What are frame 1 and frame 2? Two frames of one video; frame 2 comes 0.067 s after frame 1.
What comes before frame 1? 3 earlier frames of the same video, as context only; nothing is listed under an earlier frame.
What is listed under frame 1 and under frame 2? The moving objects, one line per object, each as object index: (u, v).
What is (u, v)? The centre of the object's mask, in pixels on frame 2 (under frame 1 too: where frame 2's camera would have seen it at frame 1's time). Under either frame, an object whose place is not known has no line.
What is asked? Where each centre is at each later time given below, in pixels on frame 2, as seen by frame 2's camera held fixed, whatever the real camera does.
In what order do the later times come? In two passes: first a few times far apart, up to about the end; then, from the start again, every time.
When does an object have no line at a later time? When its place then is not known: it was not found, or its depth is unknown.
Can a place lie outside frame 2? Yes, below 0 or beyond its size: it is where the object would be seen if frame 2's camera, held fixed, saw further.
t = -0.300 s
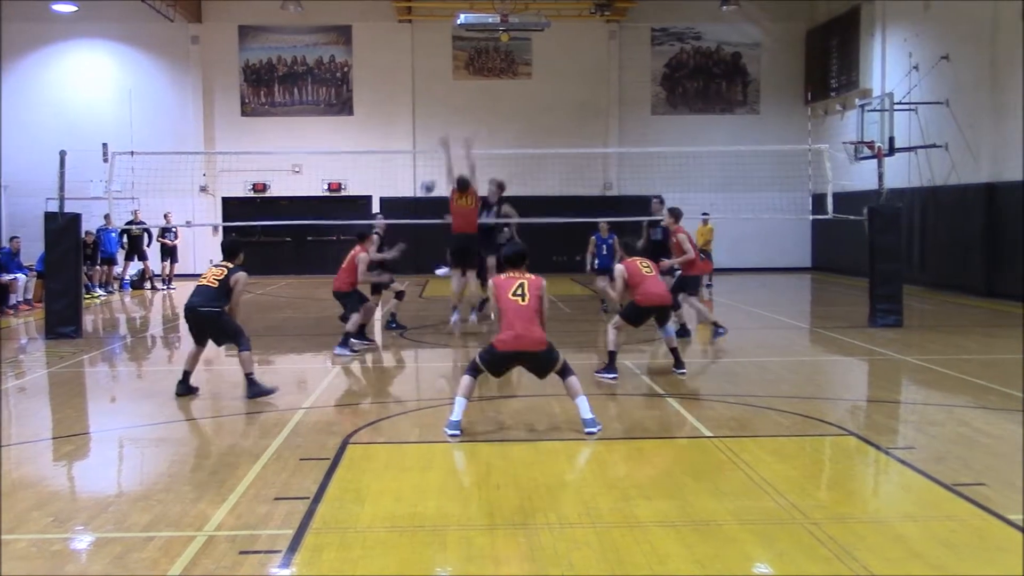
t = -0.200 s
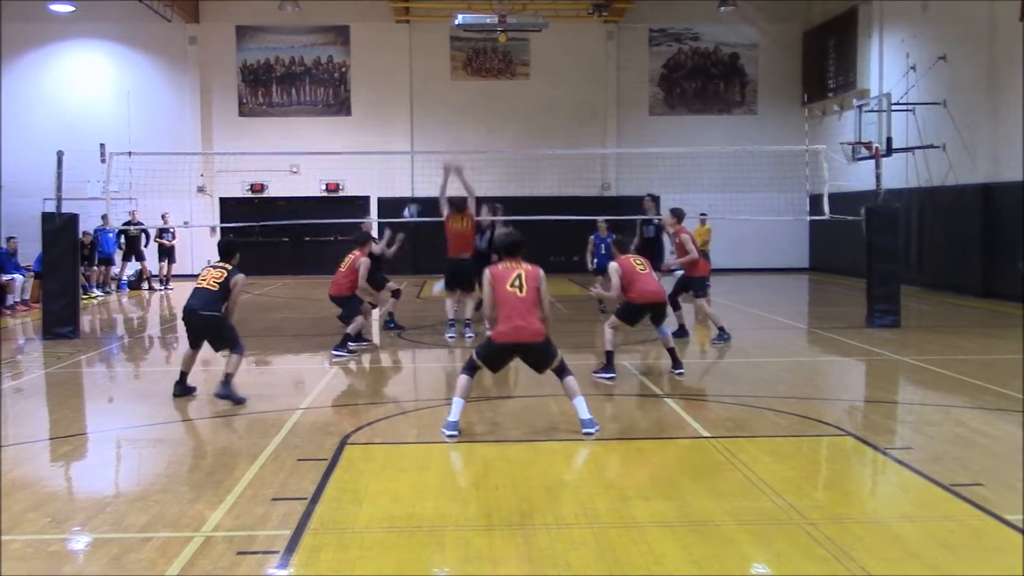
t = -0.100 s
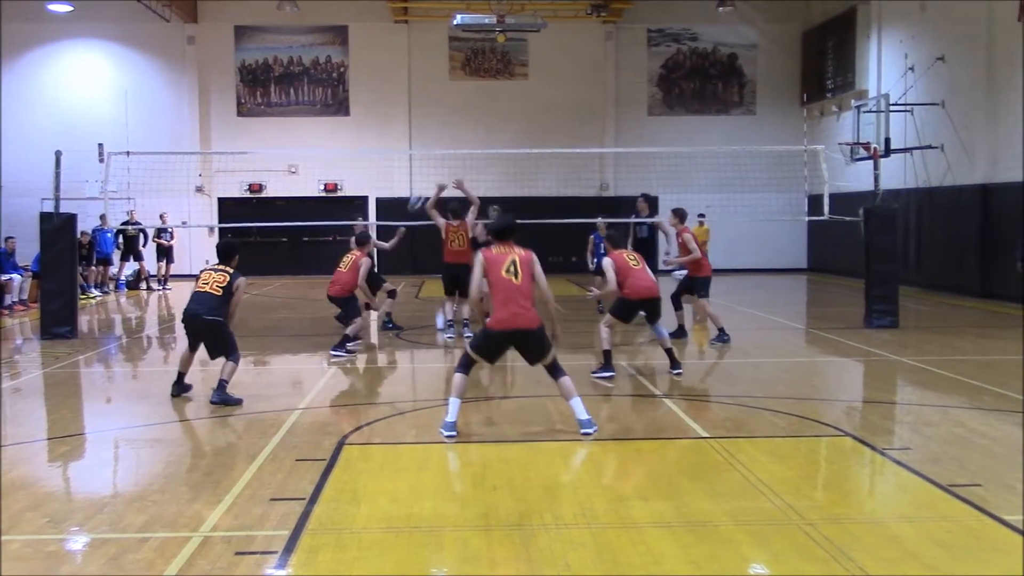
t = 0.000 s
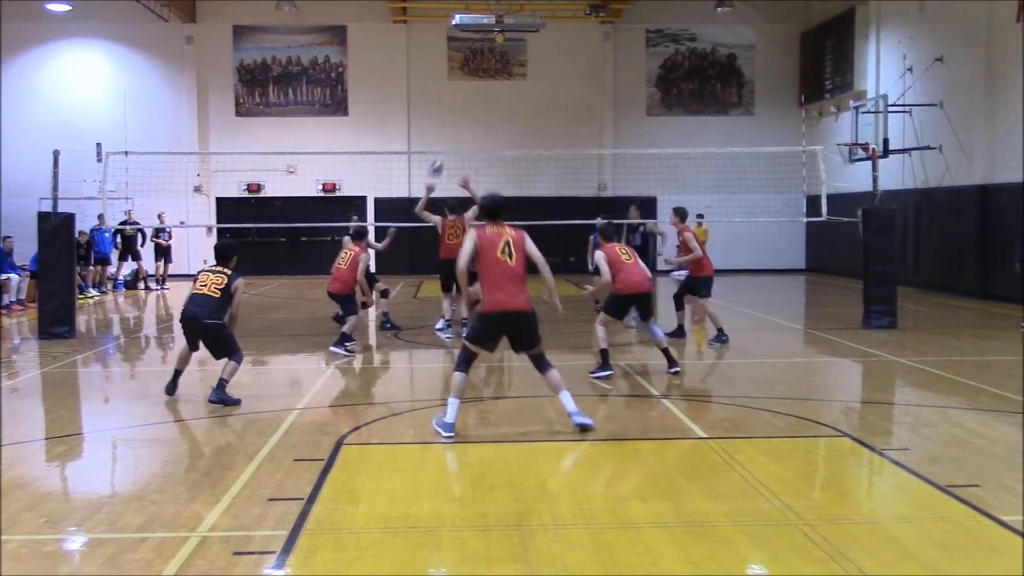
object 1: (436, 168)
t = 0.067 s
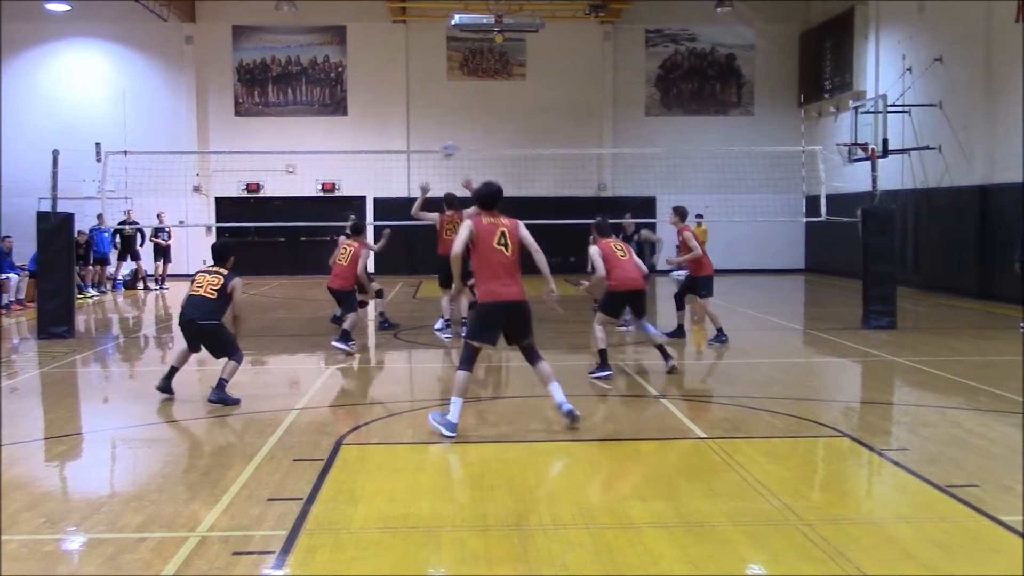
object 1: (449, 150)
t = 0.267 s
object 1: (493, 107)
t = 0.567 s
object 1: (563, 101)
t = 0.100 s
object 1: (457, 141)
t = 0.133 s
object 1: (464, 131)
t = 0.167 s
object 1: (471, 125)
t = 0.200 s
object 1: (478, 119)
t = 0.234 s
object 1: (486, 113)
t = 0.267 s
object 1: (493, 107)
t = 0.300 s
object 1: (502, 103)
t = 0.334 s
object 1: (509, 100)
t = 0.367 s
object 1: (516, 98)
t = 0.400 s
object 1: (523, 96)
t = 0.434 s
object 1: (531, 95)
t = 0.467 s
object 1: (539, 95)
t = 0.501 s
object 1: (547, 97)
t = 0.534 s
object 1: (555, 99)
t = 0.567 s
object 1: (563, 101)
